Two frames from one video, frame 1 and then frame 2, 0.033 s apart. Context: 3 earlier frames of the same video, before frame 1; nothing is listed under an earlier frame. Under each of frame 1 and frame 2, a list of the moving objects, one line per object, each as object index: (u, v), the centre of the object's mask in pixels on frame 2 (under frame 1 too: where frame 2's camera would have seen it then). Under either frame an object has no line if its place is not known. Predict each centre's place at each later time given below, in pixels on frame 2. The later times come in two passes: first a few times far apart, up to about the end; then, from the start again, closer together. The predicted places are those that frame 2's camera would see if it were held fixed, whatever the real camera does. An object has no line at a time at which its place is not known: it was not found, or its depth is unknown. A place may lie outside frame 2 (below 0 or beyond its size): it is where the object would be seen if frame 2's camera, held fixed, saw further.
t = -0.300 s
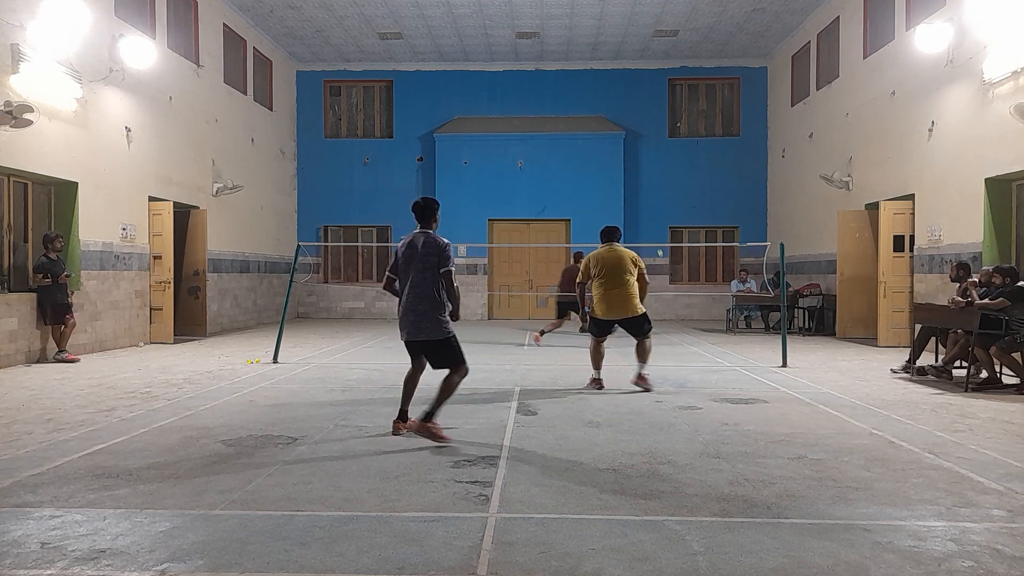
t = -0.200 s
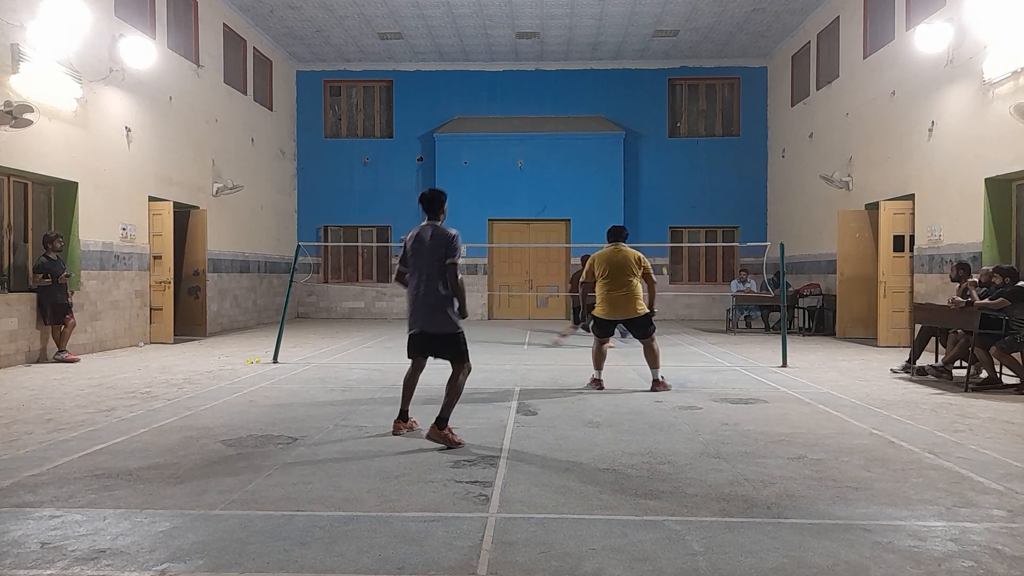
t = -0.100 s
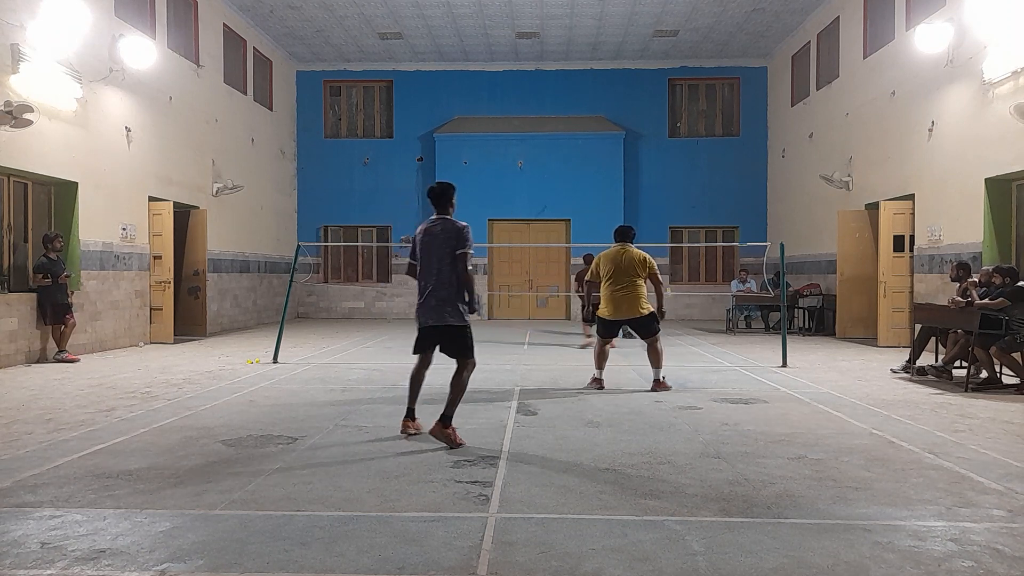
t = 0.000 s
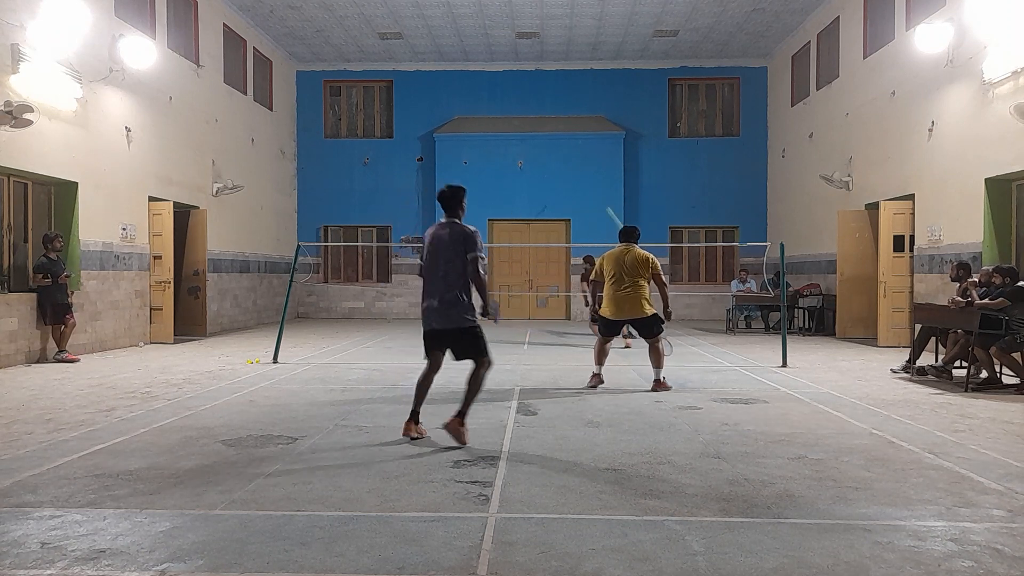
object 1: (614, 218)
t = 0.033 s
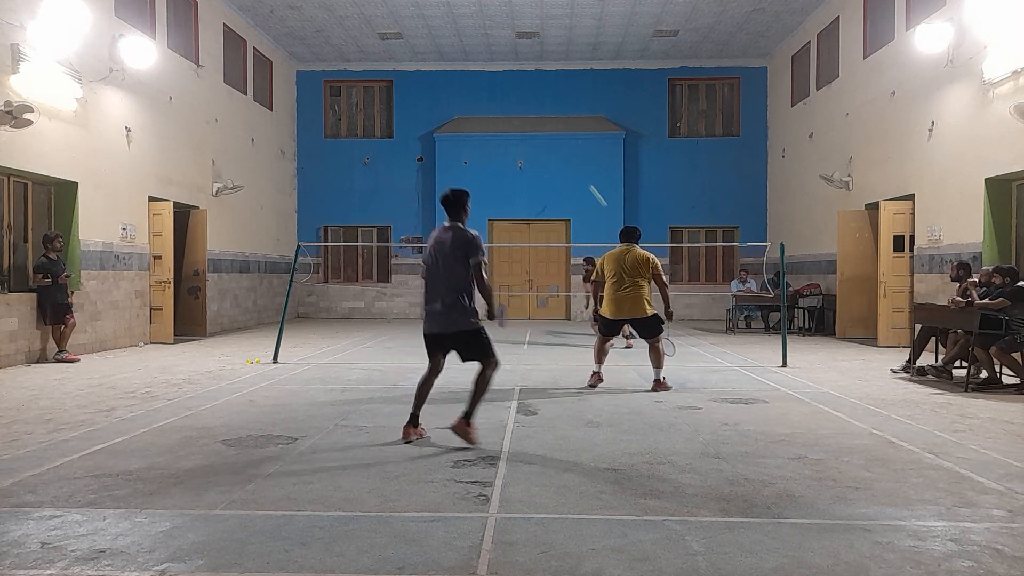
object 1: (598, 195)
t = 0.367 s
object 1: (468, 70)
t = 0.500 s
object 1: (423, 57)
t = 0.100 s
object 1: (567, 158)
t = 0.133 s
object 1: (552, 142)
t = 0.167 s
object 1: (539, 127)
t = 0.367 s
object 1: (468, 70)
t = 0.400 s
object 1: (456, 65)
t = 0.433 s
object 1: (445, 61)
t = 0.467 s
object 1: (434, 58)
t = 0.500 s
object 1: (423, 57)
